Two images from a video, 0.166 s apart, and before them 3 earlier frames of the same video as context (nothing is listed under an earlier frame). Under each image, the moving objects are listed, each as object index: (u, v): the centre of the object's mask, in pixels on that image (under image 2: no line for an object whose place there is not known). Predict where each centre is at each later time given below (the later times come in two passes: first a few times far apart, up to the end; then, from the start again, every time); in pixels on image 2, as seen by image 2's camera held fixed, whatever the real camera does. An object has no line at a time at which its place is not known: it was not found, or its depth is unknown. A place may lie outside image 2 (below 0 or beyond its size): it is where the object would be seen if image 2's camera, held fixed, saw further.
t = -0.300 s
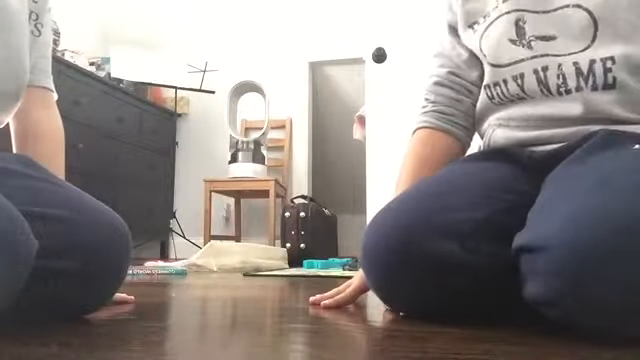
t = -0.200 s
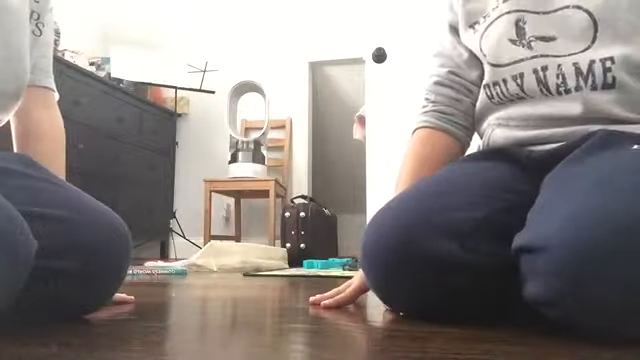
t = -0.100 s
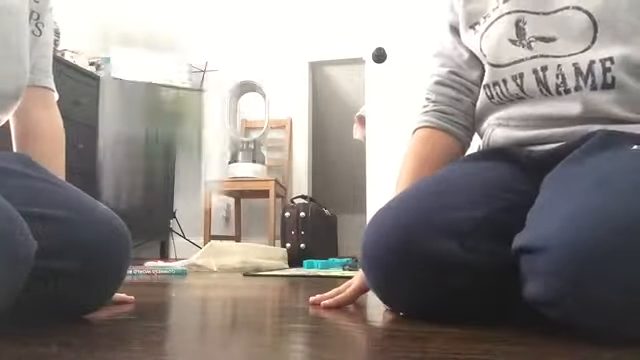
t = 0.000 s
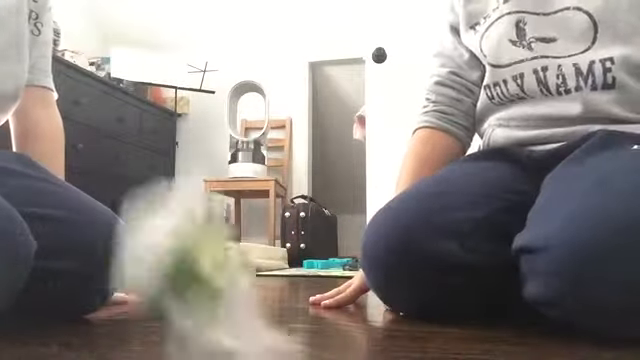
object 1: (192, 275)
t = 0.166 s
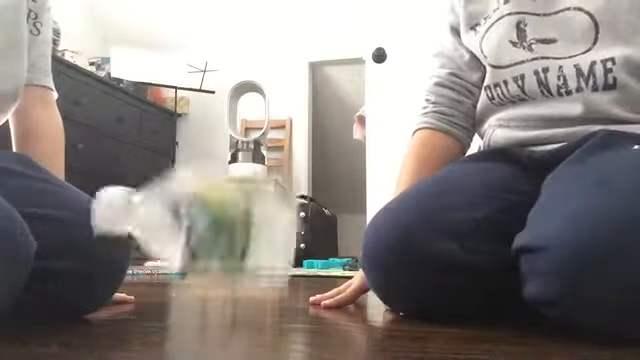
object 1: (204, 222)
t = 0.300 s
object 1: (197, 316)
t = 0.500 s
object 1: (204, 323)
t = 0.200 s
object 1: (208, 274)
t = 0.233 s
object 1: (213, 296)
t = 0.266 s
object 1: (208, 303)
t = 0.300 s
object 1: (197, 316)
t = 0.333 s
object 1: (203, 323)
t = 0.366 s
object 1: (205, 323)
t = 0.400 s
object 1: (205, 324)
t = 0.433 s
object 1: (205, 323)
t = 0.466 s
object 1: (204, 324)
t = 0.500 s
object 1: (204, 323)
